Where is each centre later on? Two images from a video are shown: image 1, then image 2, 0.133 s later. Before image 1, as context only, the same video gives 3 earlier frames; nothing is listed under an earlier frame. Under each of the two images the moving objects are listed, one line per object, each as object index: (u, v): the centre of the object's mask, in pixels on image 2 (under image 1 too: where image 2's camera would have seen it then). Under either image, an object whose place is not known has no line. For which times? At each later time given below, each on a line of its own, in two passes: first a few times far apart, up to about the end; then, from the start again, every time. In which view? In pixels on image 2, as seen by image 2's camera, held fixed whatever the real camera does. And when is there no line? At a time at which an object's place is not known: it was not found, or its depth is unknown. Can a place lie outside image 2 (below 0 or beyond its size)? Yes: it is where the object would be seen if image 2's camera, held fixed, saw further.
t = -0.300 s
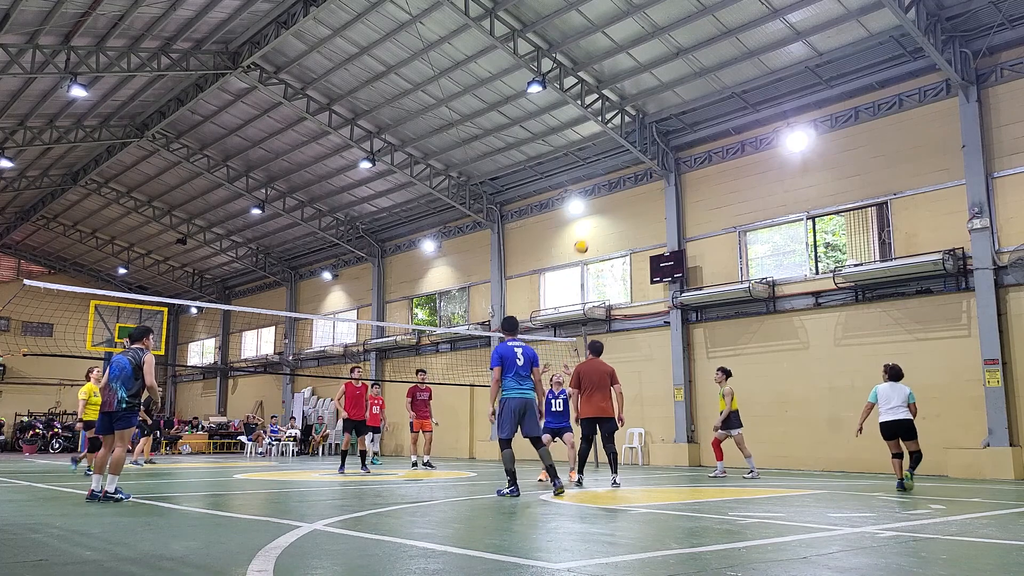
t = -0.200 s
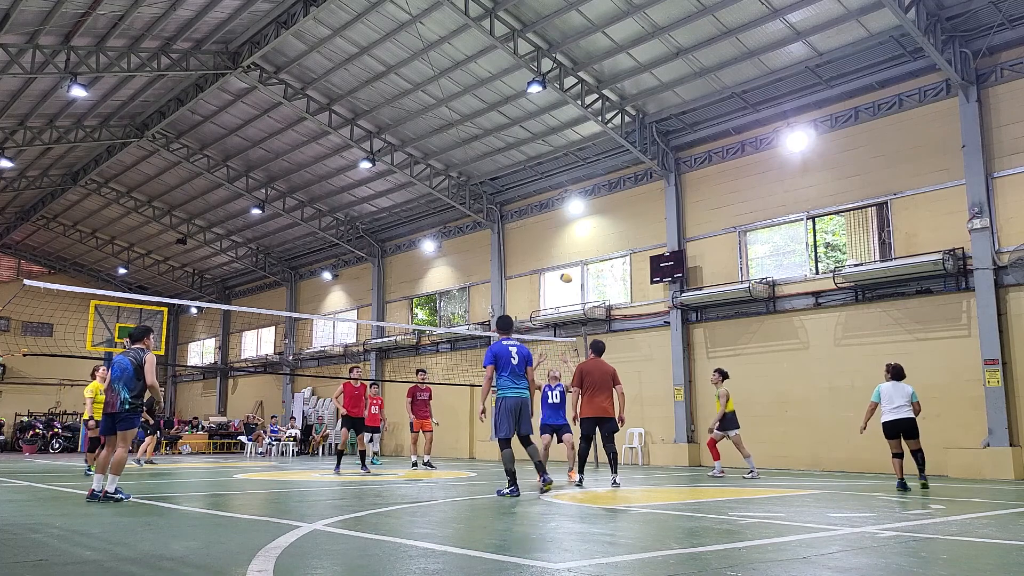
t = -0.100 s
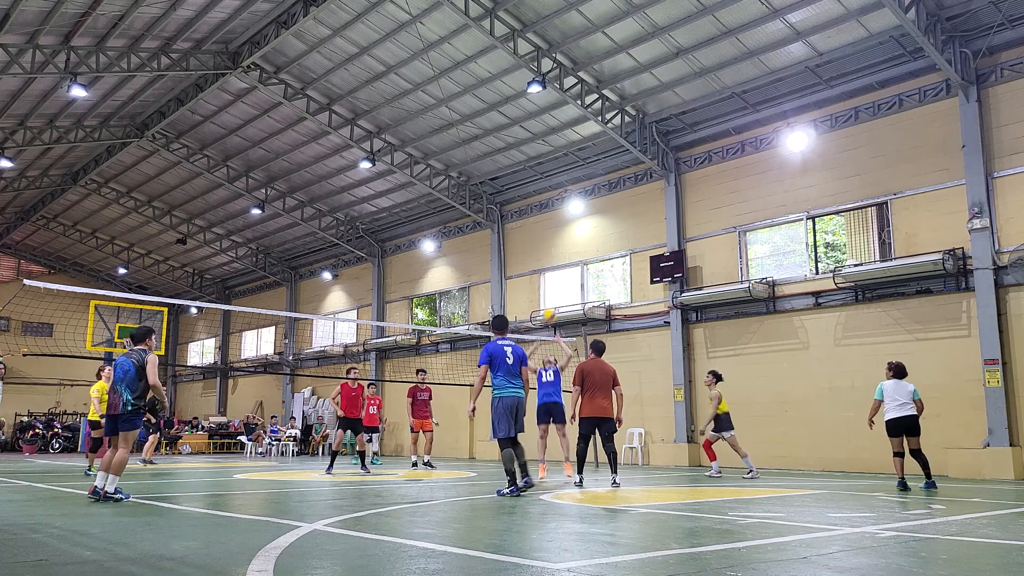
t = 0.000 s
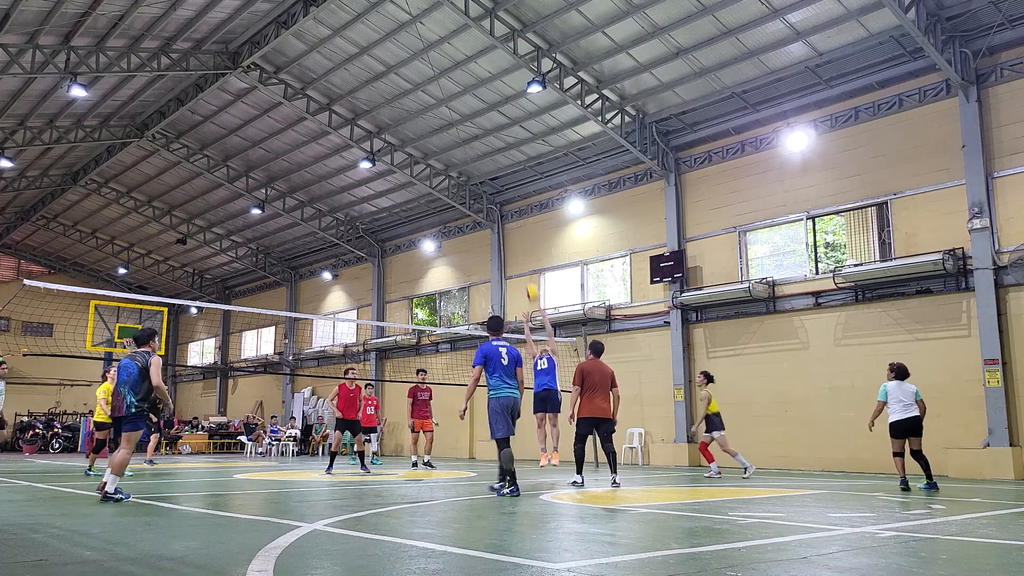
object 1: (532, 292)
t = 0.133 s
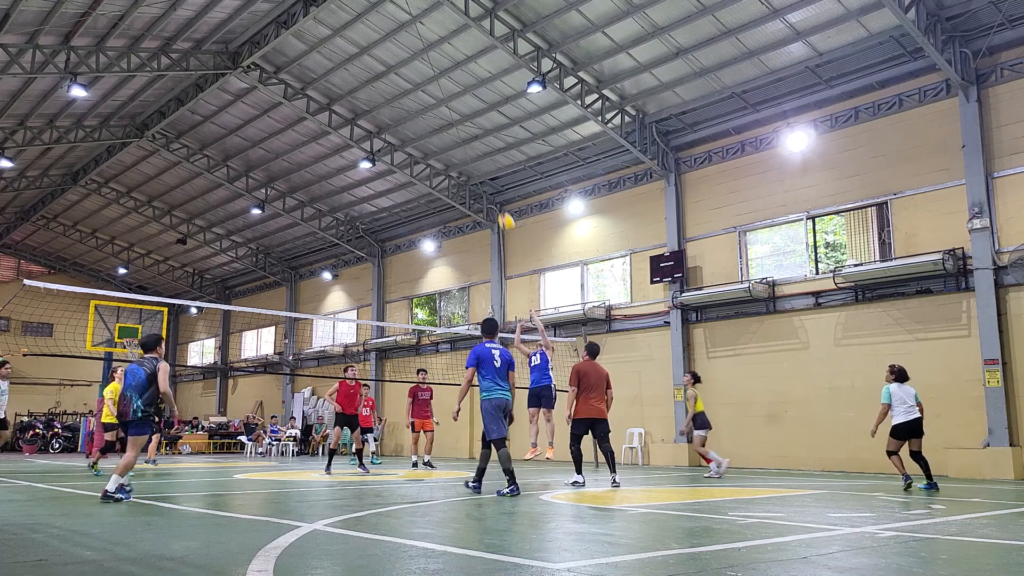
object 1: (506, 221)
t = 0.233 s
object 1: (487, 176)
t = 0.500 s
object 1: (435, 89)
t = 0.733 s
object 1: (388, 49)
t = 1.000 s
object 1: (330, 52)
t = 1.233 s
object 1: (274, 97)
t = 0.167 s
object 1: (500, 206)
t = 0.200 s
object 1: (493, 191)
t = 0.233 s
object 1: (487, 176)
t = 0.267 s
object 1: (480, 163)
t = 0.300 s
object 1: (474, 149)
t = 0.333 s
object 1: (468, 138)
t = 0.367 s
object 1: (461, 126)
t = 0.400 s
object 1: (455, 115)
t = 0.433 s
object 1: (448, 106)
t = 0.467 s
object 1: (442, 97)
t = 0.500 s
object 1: (435, 89)
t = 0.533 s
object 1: (429, 80)
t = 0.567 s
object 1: (422, 73)
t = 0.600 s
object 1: (415, 67)
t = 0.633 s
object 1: (408, 62)
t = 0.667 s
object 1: (402, 57)
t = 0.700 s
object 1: (395, 53)
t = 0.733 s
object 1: (388, 49)
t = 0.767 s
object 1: (381, 47)
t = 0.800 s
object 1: (374, 45)
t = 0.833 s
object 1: (367, 45)
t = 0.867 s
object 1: (359, 44)
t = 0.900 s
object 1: (352, 45)
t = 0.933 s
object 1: (345, 47)
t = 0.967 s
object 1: (338, 49)
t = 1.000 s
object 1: (330, 52)
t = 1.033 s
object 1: (322, 56)
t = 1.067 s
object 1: (314, 60)
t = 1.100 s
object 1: (306, 66)
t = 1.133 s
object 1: (298, 73)
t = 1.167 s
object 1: (290, 80)
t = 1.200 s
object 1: (282, 89)
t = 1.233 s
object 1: (274, 97)
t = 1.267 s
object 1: (266, 108)
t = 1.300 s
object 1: (257, 119)
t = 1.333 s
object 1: (249, 131)
